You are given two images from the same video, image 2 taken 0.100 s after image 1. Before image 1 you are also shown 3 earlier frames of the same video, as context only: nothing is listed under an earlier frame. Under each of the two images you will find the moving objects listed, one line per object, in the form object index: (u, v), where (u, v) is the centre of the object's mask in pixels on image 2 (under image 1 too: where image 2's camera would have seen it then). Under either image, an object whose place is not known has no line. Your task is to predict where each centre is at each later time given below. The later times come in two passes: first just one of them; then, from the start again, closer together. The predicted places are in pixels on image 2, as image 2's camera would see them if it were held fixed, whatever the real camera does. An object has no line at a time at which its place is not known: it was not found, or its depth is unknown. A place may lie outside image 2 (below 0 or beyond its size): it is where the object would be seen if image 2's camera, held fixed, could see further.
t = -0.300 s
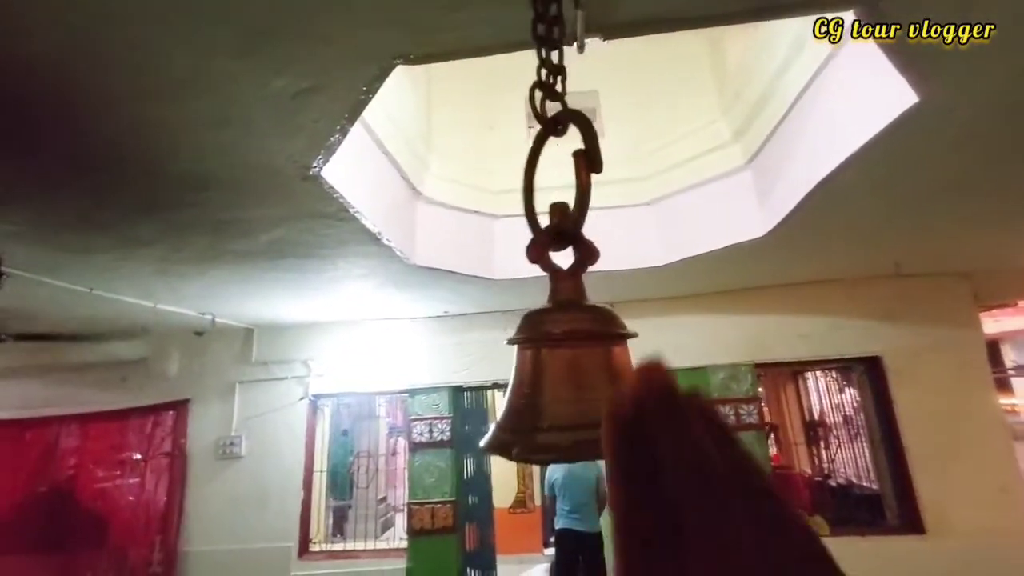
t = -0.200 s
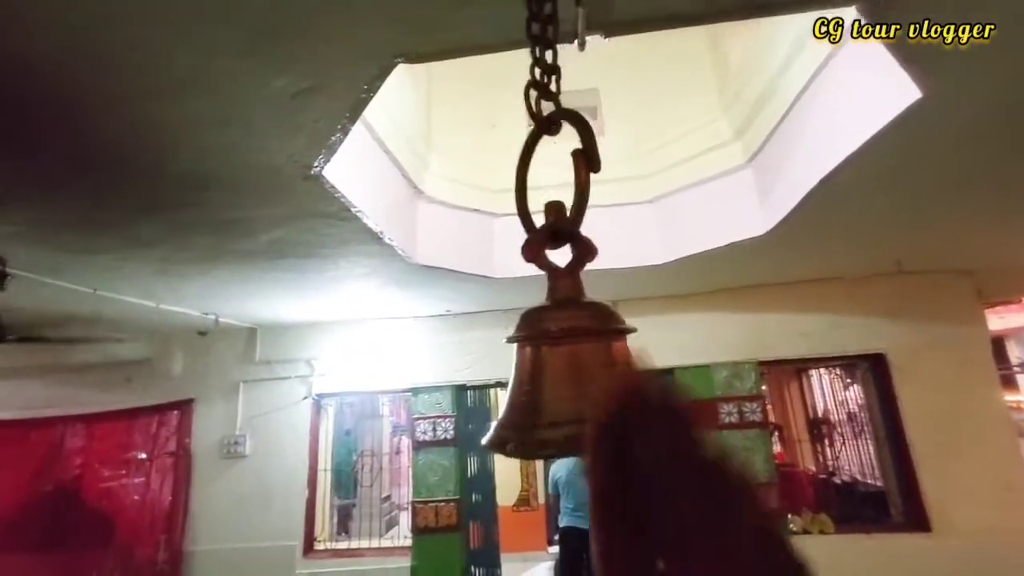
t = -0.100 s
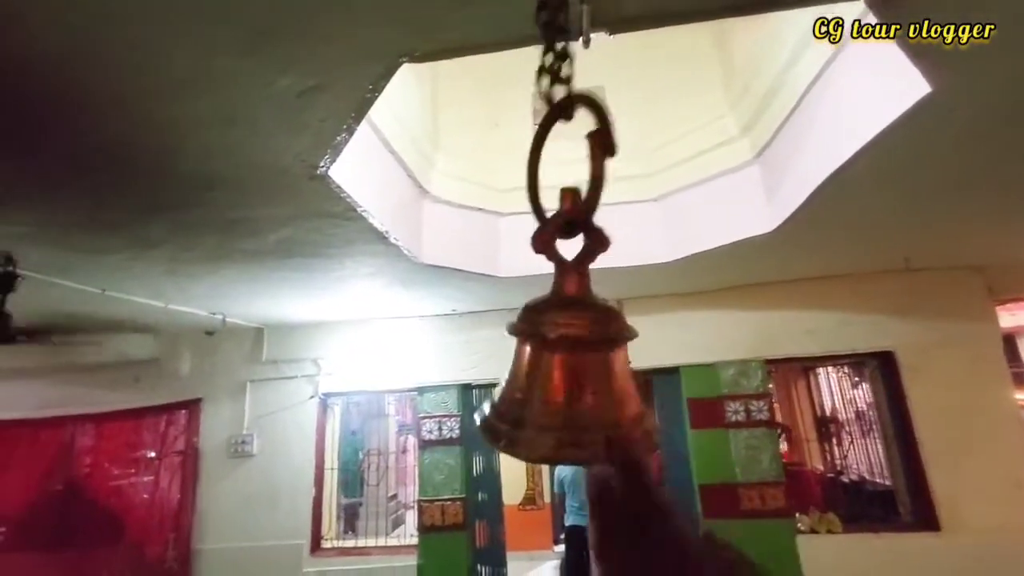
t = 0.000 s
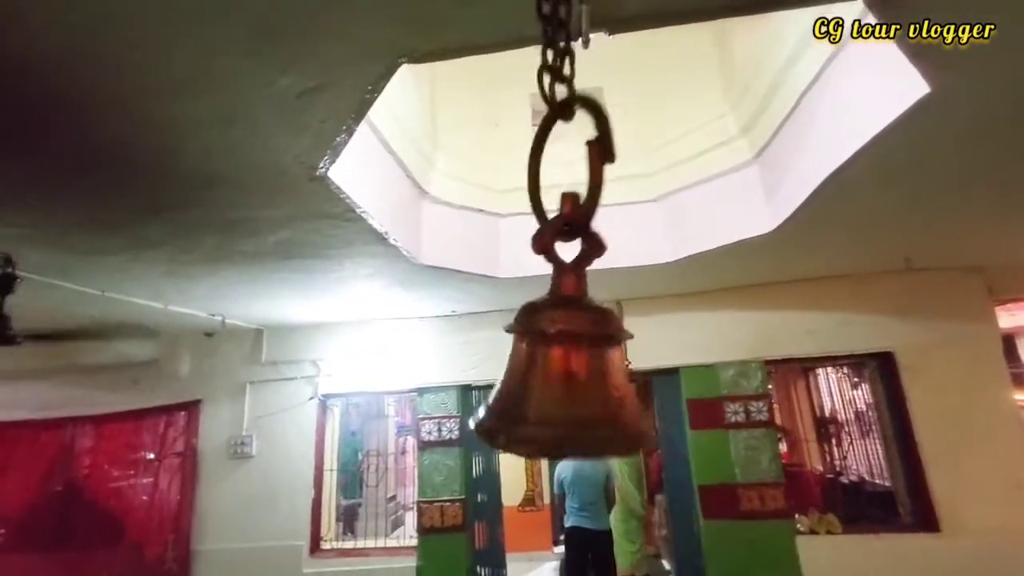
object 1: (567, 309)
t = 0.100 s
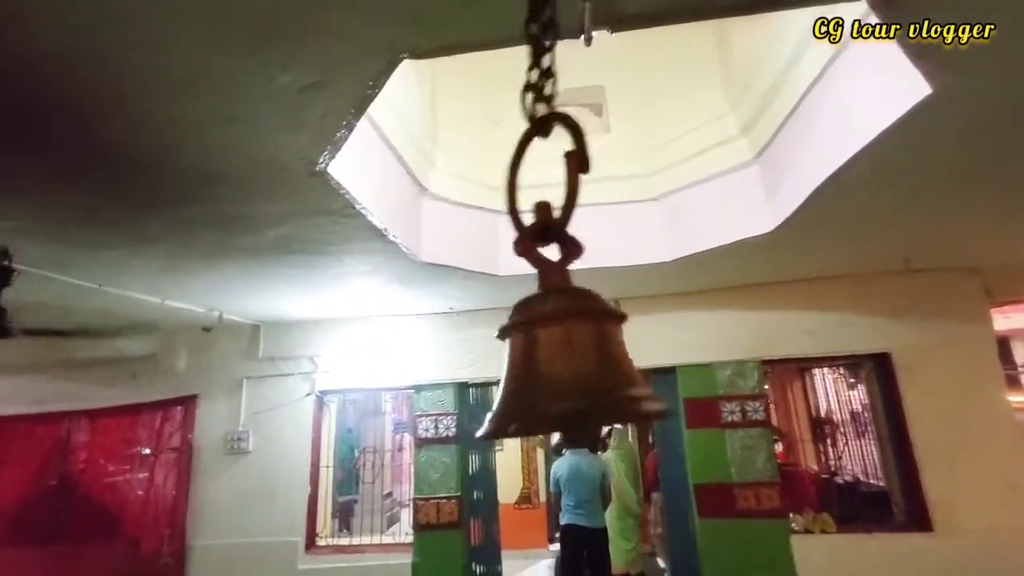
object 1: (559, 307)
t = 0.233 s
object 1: (552, 296)
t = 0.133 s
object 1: (557, 321)
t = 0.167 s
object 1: (551, 300)
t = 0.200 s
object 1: (552, 301)
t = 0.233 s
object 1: (552, 296)
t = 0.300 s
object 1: (551, 292)
